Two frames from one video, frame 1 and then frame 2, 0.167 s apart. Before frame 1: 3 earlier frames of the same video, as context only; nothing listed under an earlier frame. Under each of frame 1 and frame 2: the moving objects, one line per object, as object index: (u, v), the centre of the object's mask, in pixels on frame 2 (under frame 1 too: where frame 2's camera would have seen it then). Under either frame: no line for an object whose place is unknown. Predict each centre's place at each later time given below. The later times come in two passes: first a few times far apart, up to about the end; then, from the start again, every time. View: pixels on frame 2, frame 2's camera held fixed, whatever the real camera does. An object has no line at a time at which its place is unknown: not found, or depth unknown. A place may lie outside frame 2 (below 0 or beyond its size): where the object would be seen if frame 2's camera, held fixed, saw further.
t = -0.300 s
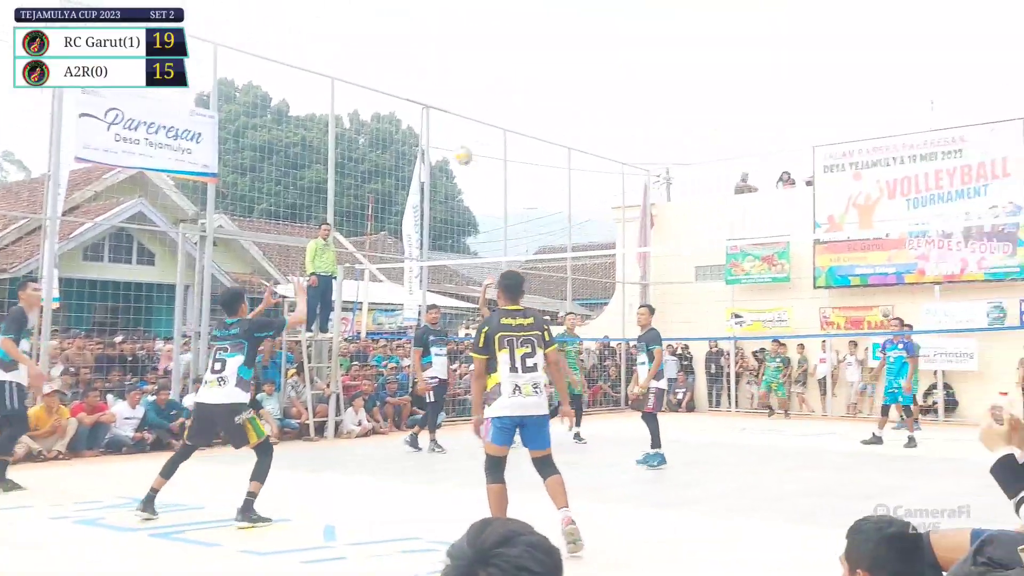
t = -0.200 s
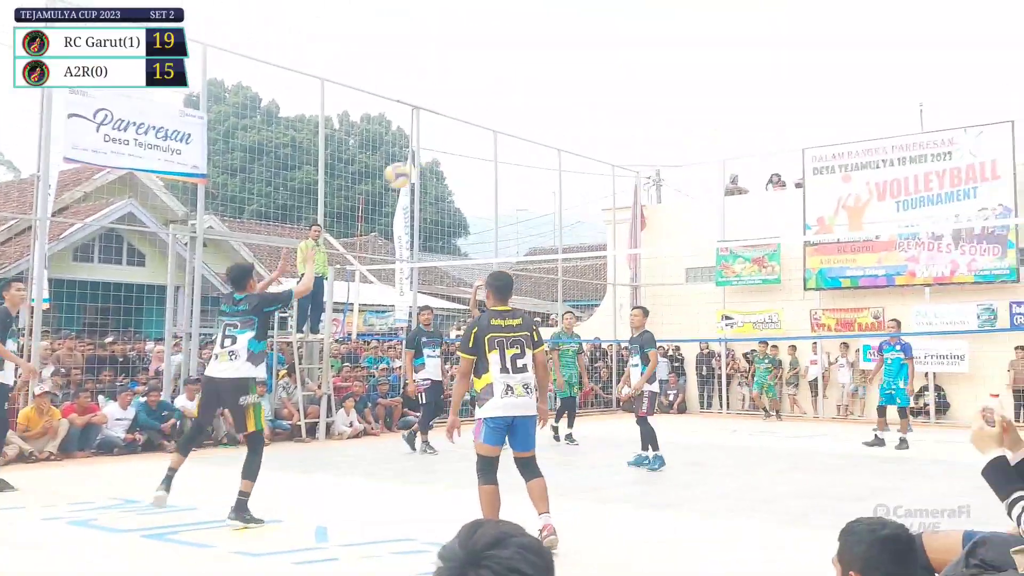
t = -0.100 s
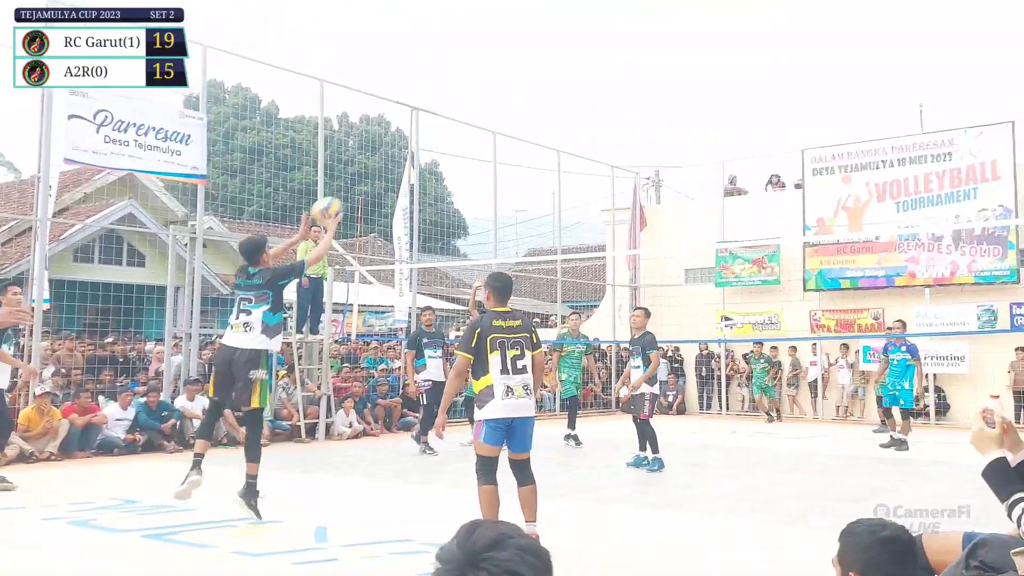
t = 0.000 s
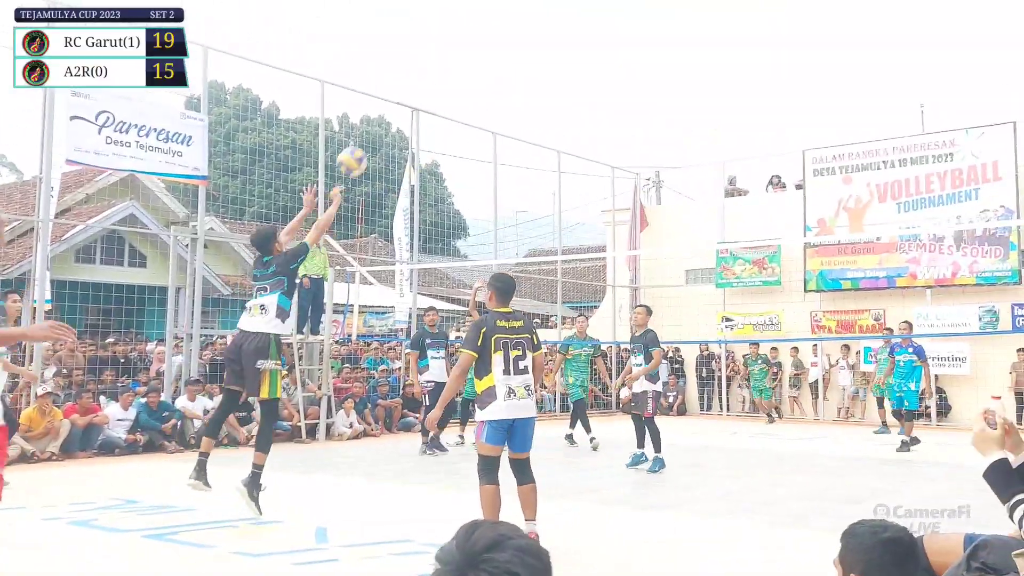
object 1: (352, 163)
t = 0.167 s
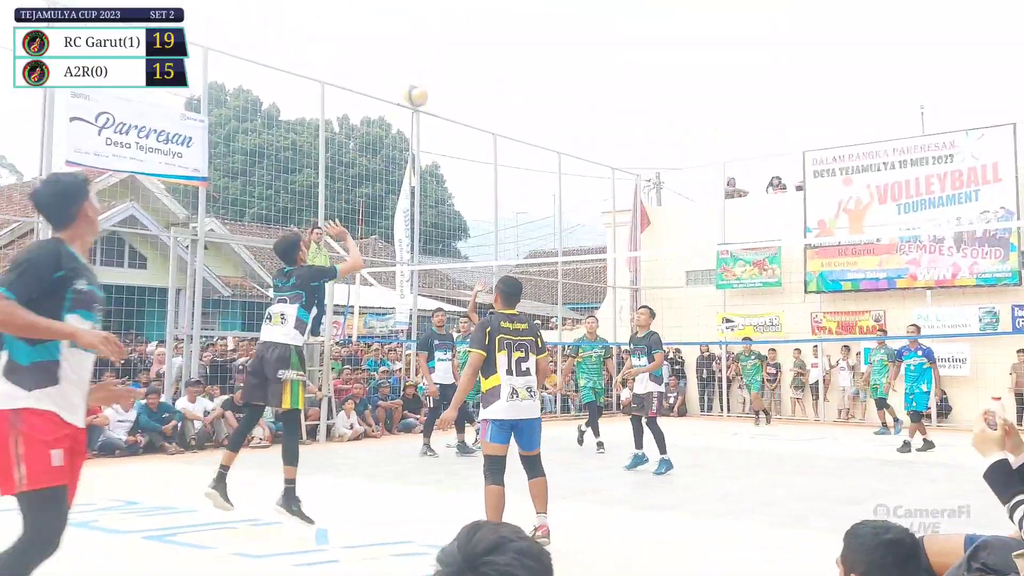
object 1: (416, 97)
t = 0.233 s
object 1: (439, 80)
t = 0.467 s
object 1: (509, 64)
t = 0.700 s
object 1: (569, 107)
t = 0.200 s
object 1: (428, 87)
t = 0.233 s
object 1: (439, 80)
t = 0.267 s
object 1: (450, 74)
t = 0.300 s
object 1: (459, 70)
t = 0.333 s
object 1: (470, 66)
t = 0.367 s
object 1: (480, 64)
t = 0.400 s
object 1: (490, 62)
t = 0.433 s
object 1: (500, 62)
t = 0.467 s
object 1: (509, 64)
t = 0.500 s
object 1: (518, 67)
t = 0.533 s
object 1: (527, 71)
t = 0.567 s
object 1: (535, 76)
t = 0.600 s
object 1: (543, 82)
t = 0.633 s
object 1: (552, 89)
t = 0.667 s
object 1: (560, 98)
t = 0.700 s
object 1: (569, 107)
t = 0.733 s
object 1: (577, 116)
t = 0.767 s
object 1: (584, 127)
